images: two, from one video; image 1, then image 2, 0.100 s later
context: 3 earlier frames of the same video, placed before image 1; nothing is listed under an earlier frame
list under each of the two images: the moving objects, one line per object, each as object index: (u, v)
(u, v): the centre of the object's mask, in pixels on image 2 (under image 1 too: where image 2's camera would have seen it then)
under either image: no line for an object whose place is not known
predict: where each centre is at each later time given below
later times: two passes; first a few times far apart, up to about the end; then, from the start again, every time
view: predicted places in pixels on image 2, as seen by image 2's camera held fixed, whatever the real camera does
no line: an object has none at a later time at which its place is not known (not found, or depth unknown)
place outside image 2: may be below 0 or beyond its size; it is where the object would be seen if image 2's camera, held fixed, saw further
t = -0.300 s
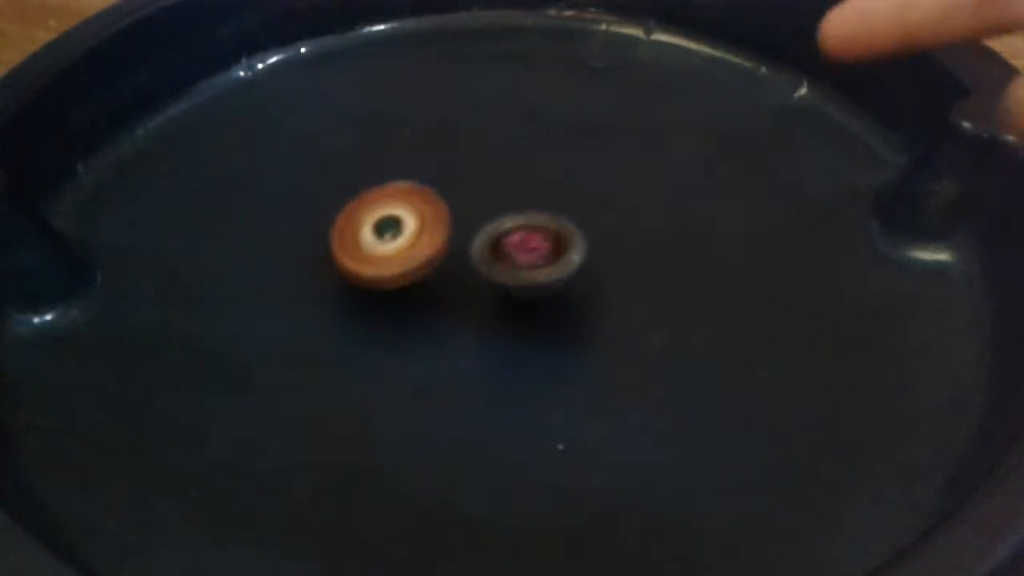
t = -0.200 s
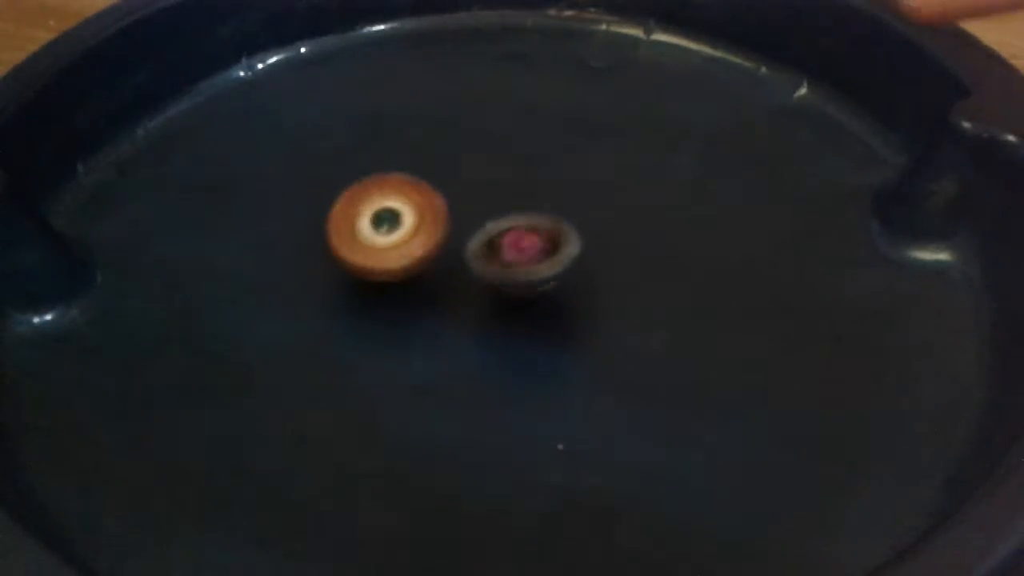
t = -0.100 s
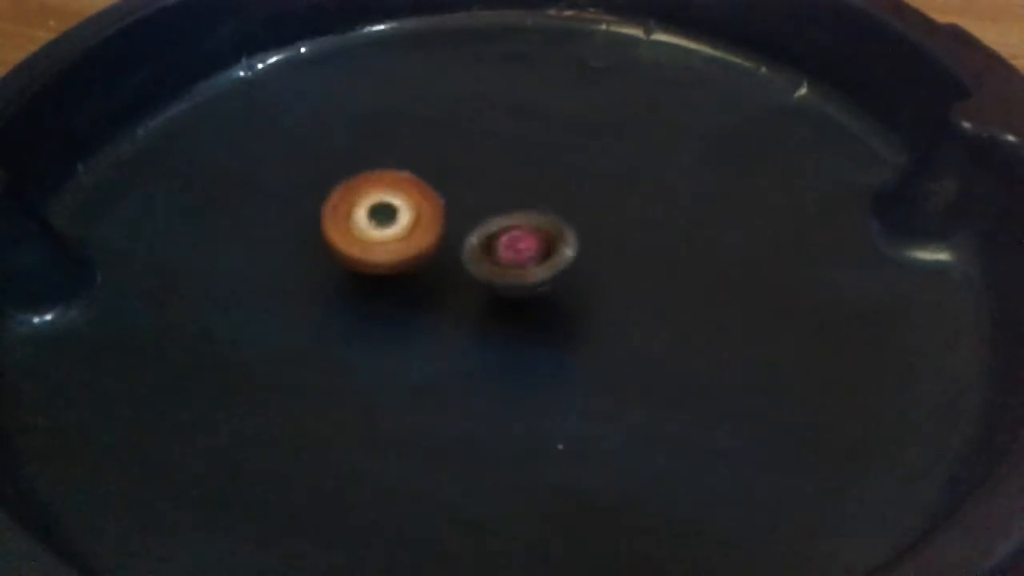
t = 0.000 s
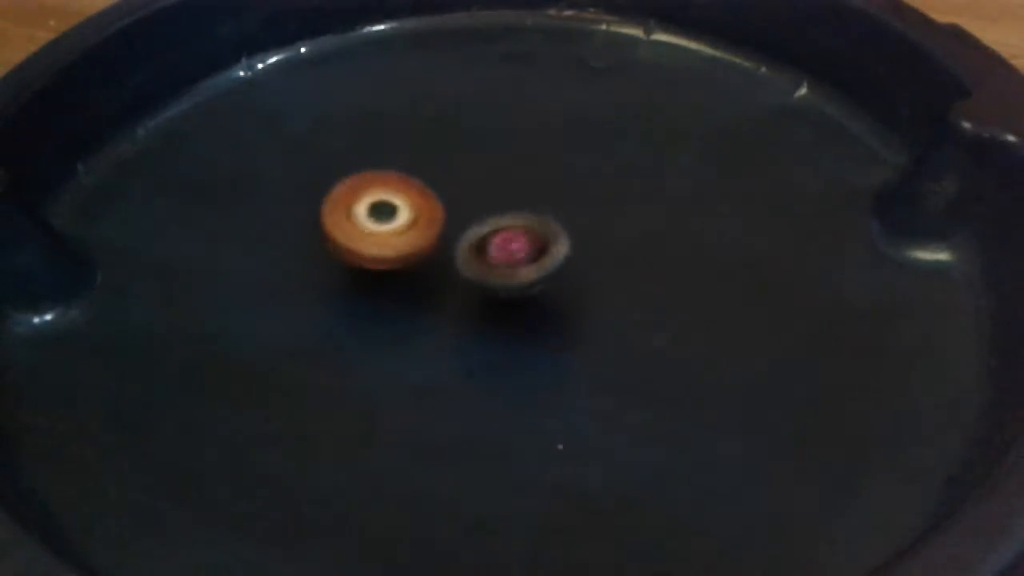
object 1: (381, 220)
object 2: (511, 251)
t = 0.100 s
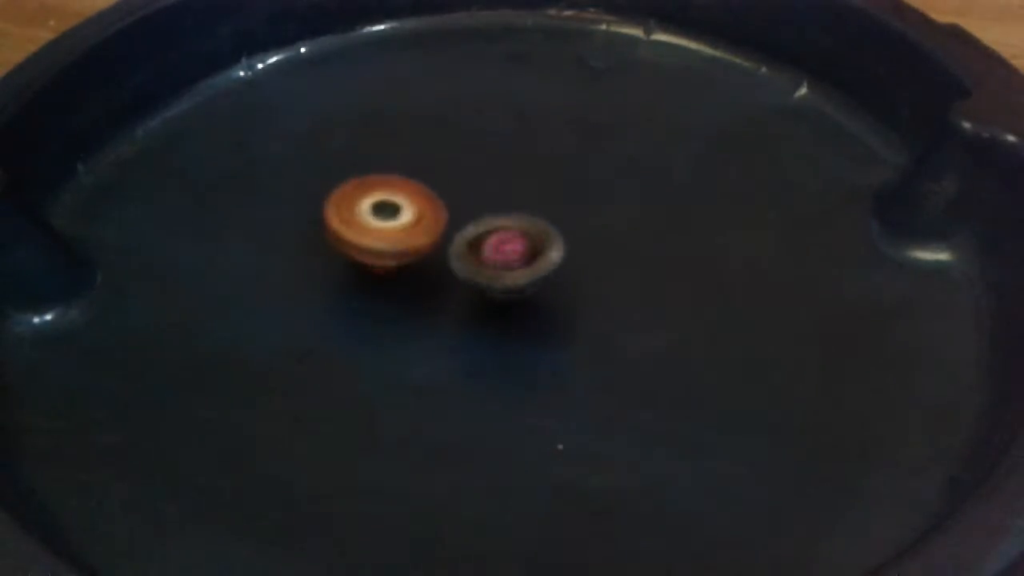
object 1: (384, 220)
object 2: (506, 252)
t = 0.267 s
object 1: (393, 226)
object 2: (508, 259)
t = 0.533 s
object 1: (420, 220)
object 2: (526, 264)
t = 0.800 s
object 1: (437, 201)
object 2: (529, 266)
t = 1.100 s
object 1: (439, 194)
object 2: (531, 260)
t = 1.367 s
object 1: (452, 202)
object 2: (545, 263)
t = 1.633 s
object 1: (464, 197)
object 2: (543, 271)
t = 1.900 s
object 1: (464, 188)
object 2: (529, 284)
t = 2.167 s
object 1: (476, 197)
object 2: (504, 274)
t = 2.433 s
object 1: (468, 172)
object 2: (500, 305)
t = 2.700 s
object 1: (480, 191)
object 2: (467, 299)
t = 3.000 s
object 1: (540, 209)
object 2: (502, 289)
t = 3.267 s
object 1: (534, 206)
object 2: (542, 319)
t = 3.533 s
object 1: (517, 232)
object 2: (541, 321)
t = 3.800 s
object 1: (502, 235)
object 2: (523, 323)
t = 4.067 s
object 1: (485, 222)
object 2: (497, 329)
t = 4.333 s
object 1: (484, 225)
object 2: (477, 325)
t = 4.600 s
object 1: (502, 206)
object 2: (472, 317)
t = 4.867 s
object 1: (518, 207)
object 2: (447, 282)
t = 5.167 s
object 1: (512, 223)
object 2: (418, 277)
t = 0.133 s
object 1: (386, 221)
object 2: (506, 255)
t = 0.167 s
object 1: (389, 222)
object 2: (500, 256)
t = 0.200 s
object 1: (387, 224)
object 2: (503, 256)
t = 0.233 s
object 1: (389, 224)
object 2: (507, 258)
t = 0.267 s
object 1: (393, 226)
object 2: (508, 259)
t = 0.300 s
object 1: (398, 226)
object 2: (517, 261)
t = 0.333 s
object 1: (401, 226)
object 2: (517, 261)
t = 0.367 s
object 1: (404, 226)
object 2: (522, 261)
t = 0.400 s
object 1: (409, 225)
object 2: (525, 264)
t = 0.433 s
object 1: (411, 224)
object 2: (523, 263)
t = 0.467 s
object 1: (414, 223)
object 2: (528, 263)
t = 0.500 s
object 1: (417, 222)
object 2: (528, 265)
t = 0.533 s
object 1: (420, 220)
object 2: (526, 264)
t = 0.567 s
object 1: (424, 218)
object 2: (530, 264)
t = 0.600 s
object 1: (427, 216)
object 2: (530, 266)
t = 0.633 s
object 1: (429, 213)
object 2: (527, 264)
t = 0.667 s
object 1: (430, 212)
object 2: (531, 264)
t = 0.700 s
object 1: (433, 209)
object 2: (530, 266)
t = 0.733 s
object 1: (434, 207)
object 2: (526, 264)
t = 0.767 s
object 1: (436, 203)
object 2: (530, 264)
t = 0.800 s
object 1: (437, 201)
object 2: (529, 266)
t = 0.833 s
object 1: (438, 200)
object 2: (525, 264)
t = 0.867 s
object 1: (438, 197)
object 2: (528, 263)
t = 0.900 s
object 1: (439, 196)
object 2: (528, 264)
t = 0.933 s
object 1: (440, 195)
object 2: (524, 262)
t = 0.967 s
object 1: (440, 195)
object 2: (527, 260)
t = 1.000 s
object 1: (442, 193)
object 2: (528, 262)
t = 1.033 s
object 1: (442, 194)
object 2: (523, 260)
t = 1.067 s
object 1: (444, 194)
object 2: (525, 258)
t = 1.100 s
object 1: (439, 194)
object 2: (531, 260)
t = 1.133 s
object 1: (437, 195)
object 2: (529, 261)
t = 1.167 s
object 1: (439, 196)
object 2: (531, 260)
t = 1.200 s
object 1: (443, 196)
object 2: (535, 262)
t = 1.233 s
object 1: (445, 196)
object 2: (538, 263)
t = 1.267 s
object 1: (444, 198)
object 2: (542, 262)
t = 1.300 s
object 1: (445, 199)
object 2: (545, 265)
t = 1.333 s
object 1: (448, 201)
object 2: (542, 264)
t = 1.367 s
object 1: (452, 202)
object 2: (545, 263)
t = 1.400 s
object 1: (455, 204)
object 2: (546, 264)
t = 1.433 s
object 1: (457, 205)
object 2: (542, 263)
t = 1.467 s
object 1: (459, 205)
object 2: (544, 263)
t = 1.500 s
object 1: (462, 206)
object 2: (546, 264)
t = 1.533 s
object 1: (466, 204)
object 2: (541, 263)
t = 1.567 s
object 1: (469, 204)
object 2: (540, 264)
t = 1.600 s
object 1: (470, 203)
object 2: (545, 264)
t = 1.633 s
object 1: (464, 197)
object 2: (543, 271)
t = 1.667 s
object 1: (463, 193)
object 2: (539, 274)
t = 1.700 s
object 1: (461, 193)
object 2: (538, 274)
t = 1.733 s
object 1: (462, 192)
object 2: (540, 275)
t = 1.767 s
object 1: (463, 190)
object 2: (541, 279)
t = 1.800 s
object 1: (465, 189)
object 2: (538, 283)
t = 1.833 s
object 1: (466, 187)
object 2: (533, 284)
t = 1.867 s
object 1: (464, 186)
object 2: (529, 286)
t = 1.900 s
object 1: (464, 188)
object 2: (529, 284)
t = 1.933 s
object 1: (465, 189)
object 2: (527, 288)
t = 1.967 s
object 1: (466, 191)
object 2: (519, 288)
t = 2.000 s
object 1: (468, 193)
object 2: (513, 287)
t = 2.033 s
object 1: (468, 195)
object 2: (514, 287)
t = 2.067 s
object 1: (469, 196)
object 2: (513, 284)
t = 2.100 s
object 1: (471, 198)
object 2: (510, 281)
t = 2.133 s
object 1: (473, 199)
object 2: (505, 277)
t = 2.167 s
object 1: (476, 197)
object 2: (504, 274)
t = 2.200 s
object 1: (475, 195)
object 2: (502, 273)
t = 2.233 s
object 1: (477, 194)
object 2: (500, 272)
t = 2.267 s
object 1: (477, 193)
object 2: (503, 275)
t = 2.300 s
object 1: (472, 187)
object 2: (503, 285)
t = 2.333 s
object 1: (471, 178)
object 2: (501, 293)
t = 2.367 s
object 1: (470, 176)
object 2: (501, 297)
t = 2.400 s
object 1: (469, 175)
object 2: (500, 301)
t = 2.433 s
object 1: (468, 172)
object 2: (500, 305)
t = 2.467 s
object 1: (469, 173)
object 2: (501, 308)
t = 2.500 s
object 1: (472, 175)
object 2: (499, 305)
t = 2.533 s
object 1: (476, 174)
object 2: (496, 308)
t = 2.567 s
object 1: (477, 177)
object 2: (487, 306)
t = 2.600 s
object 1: (479, 178)
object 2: (477, 306)
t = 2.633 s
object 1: (477, 181)
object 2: (468, 299)
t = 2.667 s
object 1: (477, 186)
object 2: (467, 301)
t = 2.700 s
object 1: (480, 191)
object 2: (467, 299)
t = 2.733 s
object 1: (483, 195)
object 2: (471, 295)
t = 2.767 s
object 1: (490, 200)
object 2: (472, 294)
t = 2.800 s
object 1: (496, 205)
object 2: (473, 291)
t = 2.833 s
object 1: (504, 207)
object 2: (473, 288)
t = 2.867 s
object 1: (513, 211)
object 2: (476, 285)
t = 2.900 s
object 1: (519, 211)
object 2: (481, 286)
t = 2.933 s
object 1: (529, 210)
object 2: (486, 286)
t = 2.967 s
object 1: (536, 210)
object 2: (492, 286)
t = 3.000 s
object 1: (540, 209)
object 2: (502, 289)
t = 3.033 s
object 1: (540, 207)
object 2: (510, 294)
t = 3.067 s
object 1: (538, 205)
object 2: (515, 298)
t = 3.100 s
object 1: (541, 203)
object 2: (520, 302)
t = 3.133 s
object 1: (541, 201)
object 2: (526, 306)
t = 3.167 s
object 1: (538, 202)
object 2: (531, 308)
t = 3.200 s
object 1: (537, 206)
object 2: (537, 312)
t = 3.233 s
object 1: (538, 206)
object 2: (543, 316)
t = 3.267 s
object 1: (534, 206)
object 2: (542, 319)
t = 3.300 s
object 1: (533, 212)
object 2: (542, 319)
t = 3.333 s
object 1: (534, 218)
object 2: (547, 319)
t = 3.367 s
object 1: (529, 219)
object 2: (548, 319)
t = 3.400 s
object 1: (524, 224)
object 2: (543, 319)
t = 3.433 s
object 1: (524, 233)
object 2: (543, 319)
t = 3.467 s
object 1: (526, 236)
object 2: (546, 318)
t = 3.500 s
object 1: (517, 233)
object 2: (544, 320)
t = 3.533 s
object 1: (517, 232)
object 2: (541, 321)
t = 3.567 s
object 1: (519, 233)
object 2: (542, 321)
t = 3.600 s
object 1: (519, 231)
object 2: (541, 320)
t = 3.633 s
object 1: (514, 230)
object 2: (536, 319)
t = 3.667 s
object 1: (510, 232)
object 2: (534, 320)
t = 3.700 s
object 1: (506, 233)
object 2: (534, 319)
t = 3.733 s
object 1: (499, 234)
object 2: (531, 321)
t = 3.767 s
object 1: (501, 235)
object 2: (525, 323)
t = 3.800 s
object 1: (502, 235)
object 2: (523, 323)
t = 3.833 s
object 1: (506, 236)
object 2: (524, 320)
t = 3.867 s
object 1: (502, 234)
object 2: (523, 320)
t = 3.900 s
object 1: (495, 235)
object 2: (516, 323)
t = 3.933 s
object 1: (493, 234)
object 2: (507, 327)
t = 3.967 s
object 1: (492, 232)
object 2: (503, 329)
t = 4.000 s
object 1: (483, 230)
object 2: (500, 331)
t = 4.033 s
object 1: (482, 224)
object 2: (498, 332)
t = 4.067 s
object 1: (485, 222)
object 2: (497, 329)
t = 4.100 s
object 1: (485, 221)
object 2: (494, 326)
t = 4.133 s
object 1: (488, 224)
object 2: (492, 324)
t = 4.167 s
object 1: (494, 228)
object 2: (491, 321)
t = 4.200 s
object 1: (500, 232)
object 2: (491, 318)
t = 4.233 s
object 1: (499, 228)
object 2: (492, 319)
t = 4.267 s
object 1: (492, 226)
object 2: (487, 323)
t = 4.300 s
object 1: (491, 226)
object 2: (481, 325)
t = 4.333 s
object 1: (484, 225)
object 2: (477, 325)
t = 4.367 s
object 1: (482, 227)
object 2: (474, 326)
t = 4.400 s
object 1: (479, 224)
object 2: (477, 330)
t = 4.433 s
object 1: (477, 221)
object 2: (480, 324)
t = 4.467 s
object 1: (480, 223)
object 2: (481, 317)
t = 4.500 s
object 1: (484, 222)
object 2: (483, 317)
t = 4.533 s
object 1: (491, 219)
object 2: (481, 319)
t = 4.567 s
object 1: (497, 211)
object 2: (476, 321)
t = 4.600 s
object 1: (502, 206)
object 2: (472, 317)
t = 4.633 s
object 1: (506, 205)
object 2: (471, 314)
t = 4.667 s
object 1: (510, 207)
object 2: (468, 309)
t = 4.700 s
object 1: (509, 208)
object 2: (466, 302)
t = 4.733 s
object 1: (514, 208)
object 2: (464, 296)
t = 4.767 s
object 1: (513, 207)
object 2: (464, 291)
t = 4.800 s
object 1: (518, 205)
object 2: (458, 285)
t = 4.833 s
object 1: (518, 206)
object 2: (455, 284)
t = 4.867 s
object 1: (518, 207)
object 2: (447, 282)
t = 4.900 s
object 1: (518, 208)
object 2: (444, 281)
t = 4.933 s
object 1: (522, 210)
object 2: (435, 278)
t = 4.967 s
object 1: (524, 210)
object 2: (430, 276)
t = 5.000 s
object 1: (521, 211)
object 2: (424, 276)
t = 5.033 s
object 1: (519, 215)
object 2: (420, 276)
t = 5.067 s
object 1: (518, 219)
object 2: (418, 276)
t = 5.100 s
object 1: (512, 221)
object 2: (417, 276)
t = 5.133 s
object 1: (513, 223)
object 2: (416, 277)
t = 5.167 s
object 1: (512, 223)
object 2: (418, 277)
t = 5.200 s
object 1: (509, 222)
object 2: (421, 278)
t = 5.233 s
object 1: (512, 217)
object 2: (427, 280)
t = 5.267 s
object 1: (509, 211)
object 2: (434, 281)
